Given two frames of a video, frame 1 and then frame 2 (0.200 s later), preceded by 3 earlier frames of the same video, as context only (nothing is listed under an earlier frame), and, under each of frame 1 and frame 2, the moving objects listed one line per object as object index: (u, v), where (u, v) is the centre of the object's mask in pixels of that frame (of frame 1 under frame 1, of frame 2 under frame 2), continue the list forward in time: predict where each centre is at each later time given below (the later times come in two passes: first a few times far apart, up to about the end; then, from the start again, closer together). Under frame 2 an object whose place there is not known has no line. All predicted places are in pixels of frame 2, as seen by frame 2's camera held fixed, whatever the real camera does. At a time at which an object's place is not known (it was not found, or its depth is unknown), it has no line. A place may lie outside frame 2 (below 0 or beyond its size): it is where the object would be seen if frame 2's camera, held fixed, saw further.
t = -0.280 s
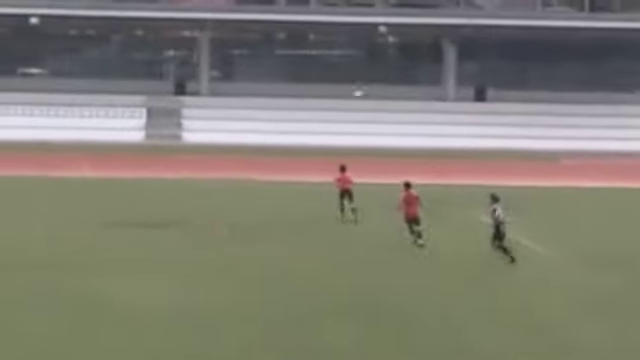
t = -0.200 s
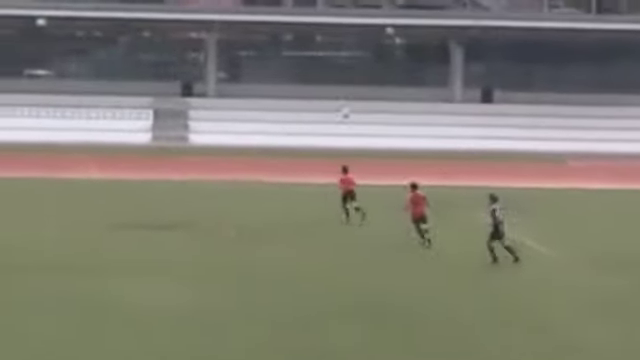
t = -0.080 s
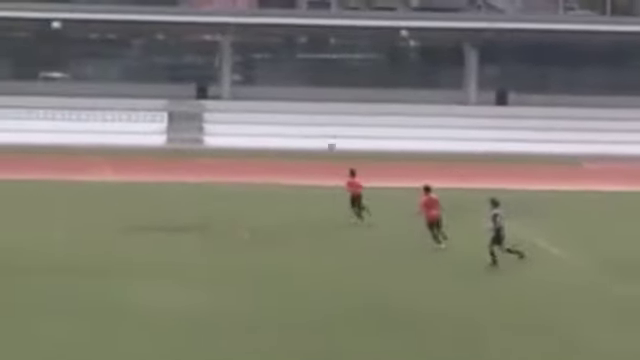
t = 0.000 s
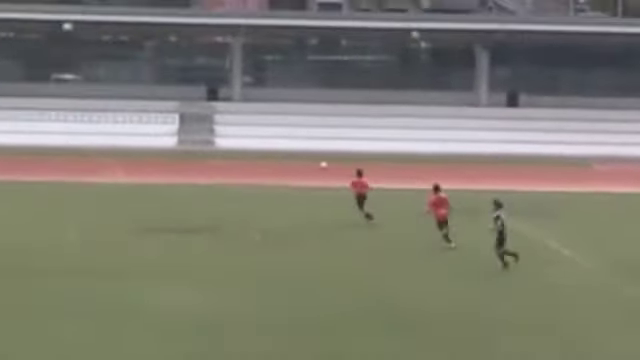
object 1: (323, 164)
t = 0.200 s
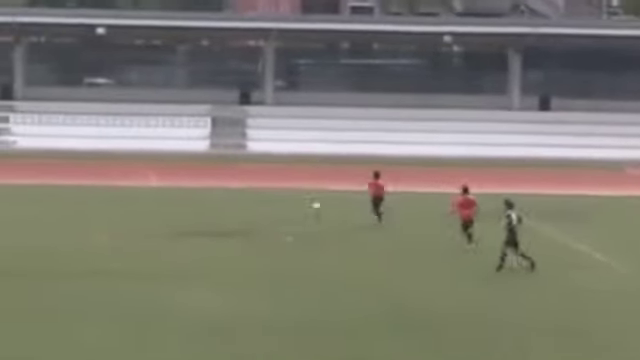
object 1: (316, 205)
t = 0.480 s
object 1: (300, 156)
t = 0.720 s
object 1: (287, 138)
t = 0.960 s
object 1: (276, 140)
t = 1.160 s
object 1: (267, 157)
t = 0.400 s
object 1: (304, 167)
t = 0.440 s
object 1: (303, 161)
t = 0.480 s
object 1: (300, 156)
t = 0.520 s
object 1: (299, 151)
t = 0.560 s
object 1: (296, 149)
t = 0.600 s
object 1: (293, 144)
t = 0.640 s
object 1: (291, 142)
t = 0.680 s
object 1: (289, 139)
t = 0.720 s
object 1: (287, 138)
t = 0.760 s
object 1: (285, 137)
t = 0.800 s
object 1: (283, 137)
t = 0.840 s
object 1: (281, 137)
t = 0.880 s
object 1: (280, 137)
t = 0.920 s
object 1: (277, 138)
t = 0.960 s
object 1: (276, 140)
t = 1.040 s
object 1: (272, 147)
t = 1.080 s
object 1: (270, 151)
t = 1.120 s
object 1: (268, 149)
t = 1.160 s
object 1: (267, 157)
